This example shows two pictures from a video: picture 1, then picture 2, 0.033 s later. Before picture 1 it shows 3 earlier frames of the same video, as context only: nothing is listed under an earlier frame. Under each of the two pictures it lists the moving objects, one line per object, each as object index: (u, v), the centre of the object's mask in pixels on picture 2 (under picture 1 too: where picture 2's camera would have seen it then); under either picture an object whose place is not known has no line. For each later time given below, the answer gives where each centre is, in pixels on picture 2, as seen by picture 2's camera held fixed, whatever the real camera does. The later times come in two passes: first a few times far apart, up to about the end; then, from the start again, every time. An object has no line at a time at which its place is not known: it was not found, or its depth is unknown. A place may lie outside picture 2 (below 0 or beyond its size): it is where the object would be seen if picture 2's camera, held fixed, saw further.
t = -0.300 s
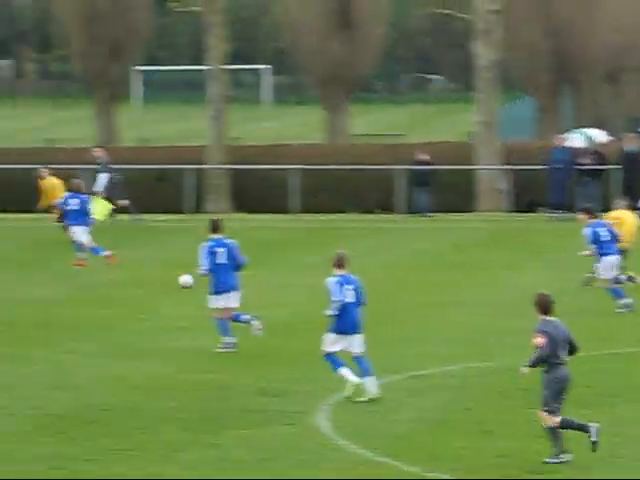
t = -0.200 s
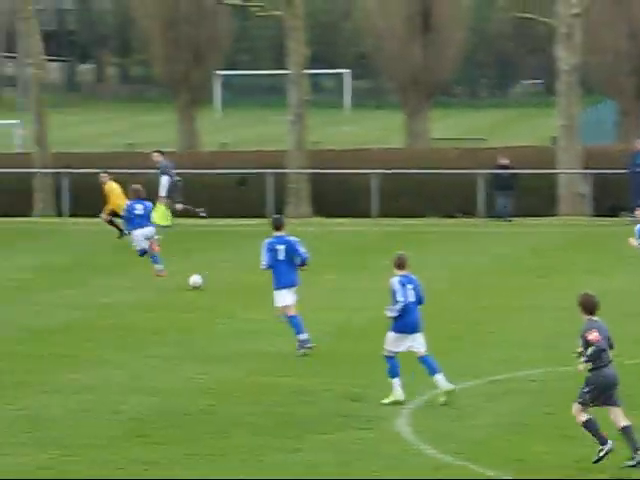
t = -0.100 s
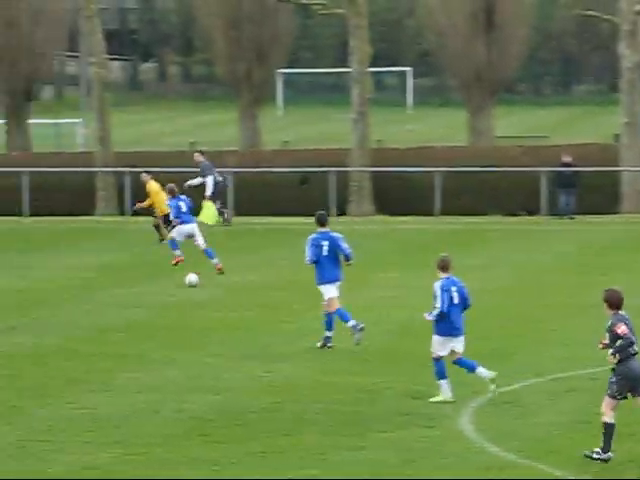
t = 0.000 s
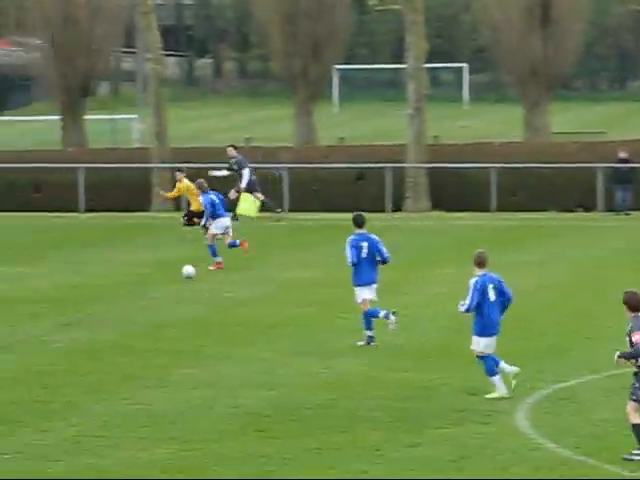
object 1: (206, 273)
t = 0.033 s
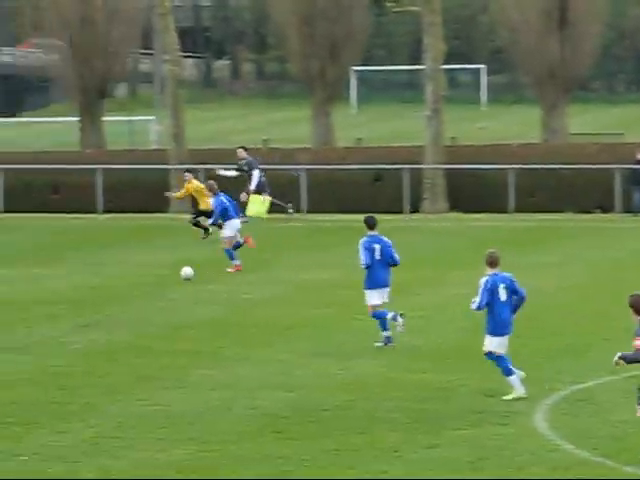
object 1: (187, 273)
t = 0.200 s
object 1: (99, 272)
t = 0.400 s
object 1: (10, 271)
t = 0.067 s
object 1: (167, 274)
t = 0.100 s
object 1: (149, 276)
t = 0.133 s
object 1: (132, 275)
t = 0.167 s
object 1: (116, 273)
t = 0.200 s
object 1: (99, 272)
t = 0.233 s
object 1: (83, 272)
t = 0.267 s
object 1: (67, 272)
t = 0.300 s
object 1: (51, 274)
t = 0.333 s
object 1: (37, 273)
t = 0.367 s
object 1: (23, 272)
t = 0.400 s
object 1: (10, 271)
